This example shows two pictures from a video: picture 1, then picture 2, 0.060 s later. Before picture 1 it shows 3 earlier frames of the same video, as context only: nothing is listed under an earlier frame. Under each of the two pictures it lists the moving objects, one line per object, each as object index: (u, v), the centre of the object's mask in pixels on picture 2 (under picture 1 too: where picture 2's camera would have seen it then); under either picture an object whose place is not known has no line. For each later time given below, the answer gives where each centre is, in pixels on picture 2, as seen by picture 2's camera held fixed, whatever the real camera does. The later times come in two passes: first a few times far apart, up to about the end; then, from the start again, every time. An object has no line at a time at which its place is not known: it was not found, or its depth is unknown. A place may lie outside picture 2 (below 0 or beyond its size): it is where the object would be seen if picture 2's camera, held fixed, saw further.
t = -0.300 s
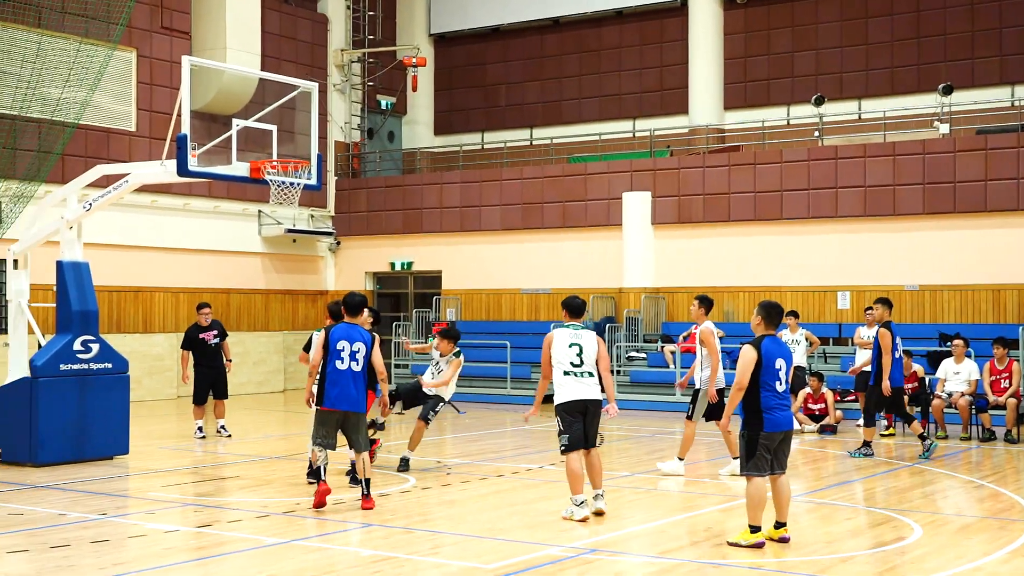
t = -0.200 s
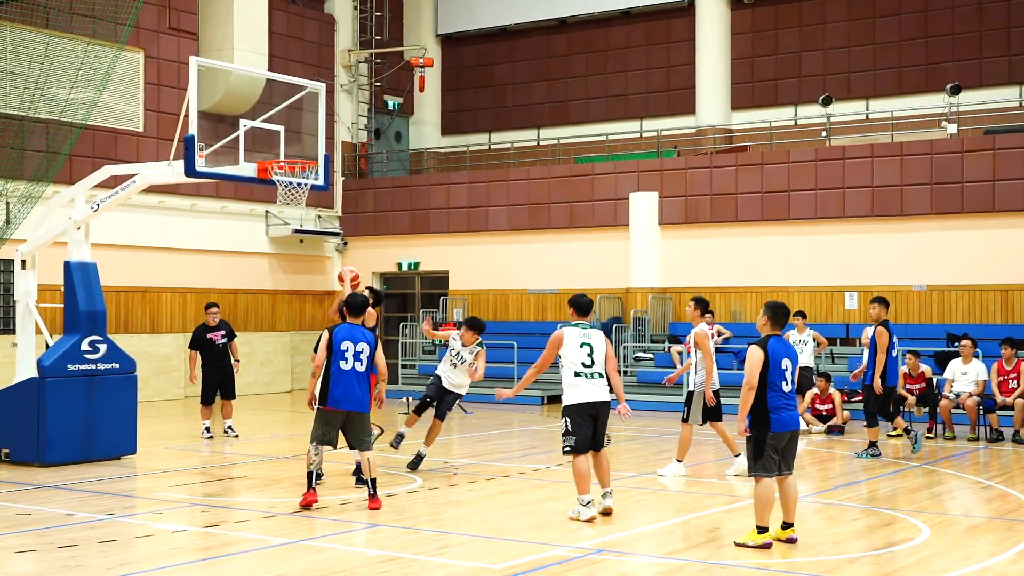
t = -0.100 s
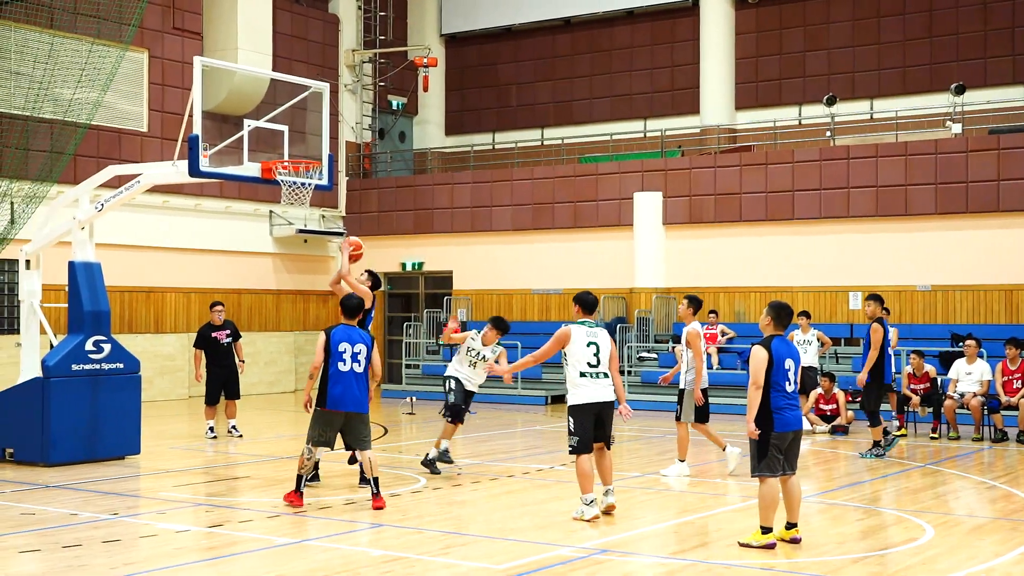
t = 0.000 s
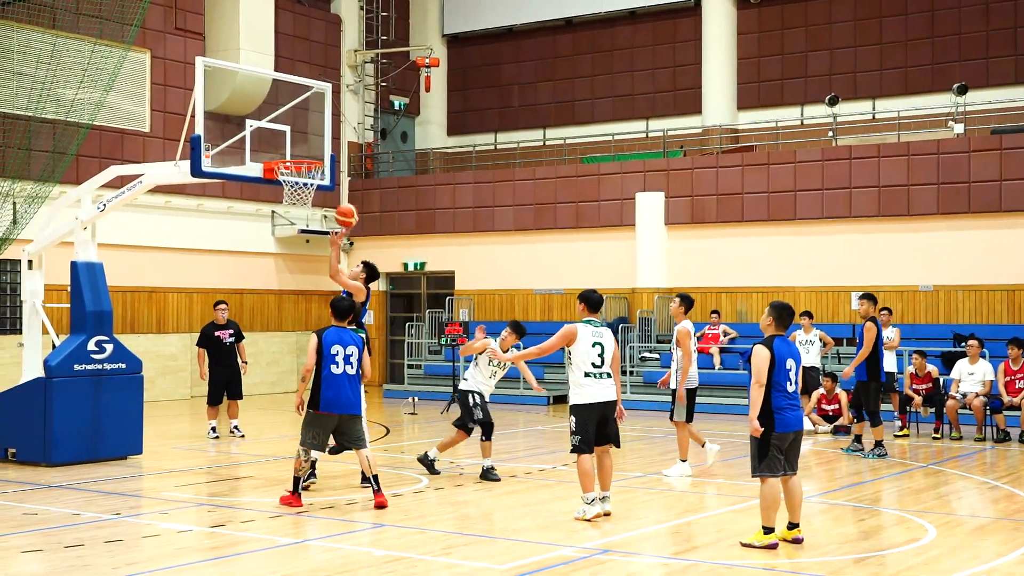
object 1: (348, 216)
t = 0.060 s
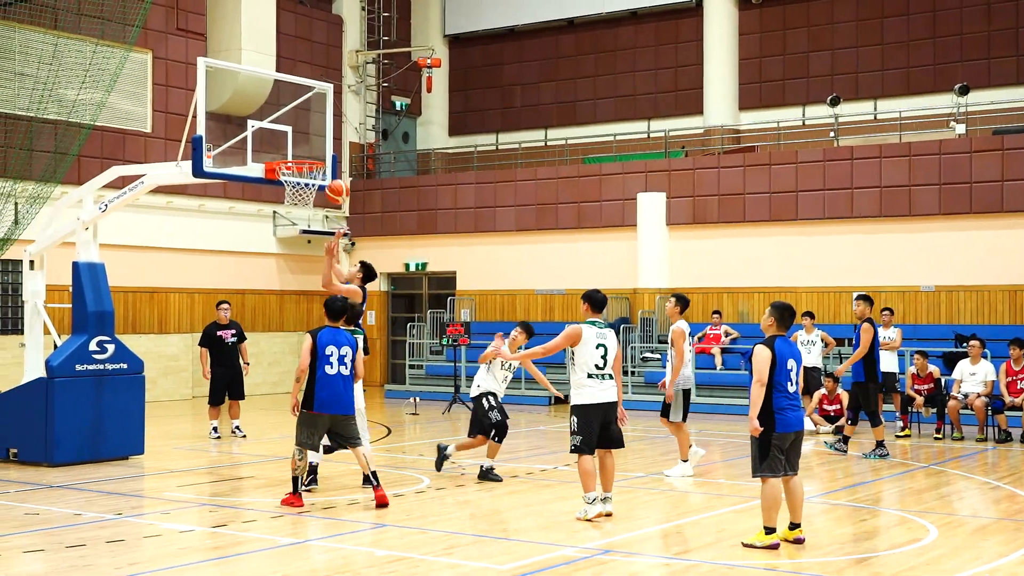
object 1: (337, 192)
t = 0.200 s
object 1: (312, 148)
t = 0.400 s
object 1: (298, 130)
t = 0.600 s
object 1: (298, 153)
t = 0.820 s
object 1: (302, 201)
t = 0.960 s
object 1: (304, 232)
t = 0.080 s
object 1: (334, 185)
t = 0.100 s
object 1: (331, 178)
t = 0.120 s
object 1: (330, 171)
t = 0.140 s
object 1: (326, 163)
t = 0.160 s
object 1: (320, 156)
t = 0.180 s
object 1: (316, 152)
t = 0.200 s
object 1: (312, 148)
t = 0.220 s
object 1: (309, 144)
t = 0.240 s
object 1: (305, 140)
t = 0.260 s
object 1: (302, 136)
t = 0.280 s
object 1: (299, 133)
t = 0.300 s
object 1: (299, 131)
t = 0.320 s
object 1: (299, 130)
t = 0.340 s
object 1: (298, 129)
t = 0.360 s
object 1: (298, 129)
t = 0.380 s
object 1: (298, 129)
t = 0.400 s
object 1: (298, 130)
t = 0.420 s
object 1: (298, 131)
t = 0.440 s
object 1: (298, 132)
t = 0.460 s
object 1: (298, 134)
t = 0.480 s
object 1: (298, 136)
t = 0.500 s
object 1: (297, 138)
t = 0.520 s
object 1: (298, 141)
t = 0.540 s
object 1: (298, 144)
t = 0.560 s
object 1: (298, 147)
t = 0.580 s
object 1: (298, 150)
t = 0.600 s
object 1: (298, 153)
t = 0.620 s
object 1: (297, 161)
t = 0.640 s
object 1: (298, 166)
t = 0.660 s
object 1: (297, 173)
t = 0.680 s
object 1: (298, 178)
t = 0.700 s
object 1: (299, 181)
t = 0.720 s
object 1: (299, 184)
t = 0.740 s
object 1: (300, 187)
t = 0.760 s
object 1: (301, 192)
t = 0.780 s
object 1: (301, 193)
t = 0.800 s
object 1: (303, 198)
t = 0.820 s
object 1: (302, 201)
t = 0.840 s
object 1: (302, 203)
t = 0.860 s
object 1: (302, 206)
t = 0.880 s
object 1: (302, 210)
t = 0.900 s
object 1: (303, 215)
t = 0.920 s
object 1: (303, 221)
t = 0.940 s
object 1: (303, 227)
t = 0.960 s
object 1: (304, 232)
